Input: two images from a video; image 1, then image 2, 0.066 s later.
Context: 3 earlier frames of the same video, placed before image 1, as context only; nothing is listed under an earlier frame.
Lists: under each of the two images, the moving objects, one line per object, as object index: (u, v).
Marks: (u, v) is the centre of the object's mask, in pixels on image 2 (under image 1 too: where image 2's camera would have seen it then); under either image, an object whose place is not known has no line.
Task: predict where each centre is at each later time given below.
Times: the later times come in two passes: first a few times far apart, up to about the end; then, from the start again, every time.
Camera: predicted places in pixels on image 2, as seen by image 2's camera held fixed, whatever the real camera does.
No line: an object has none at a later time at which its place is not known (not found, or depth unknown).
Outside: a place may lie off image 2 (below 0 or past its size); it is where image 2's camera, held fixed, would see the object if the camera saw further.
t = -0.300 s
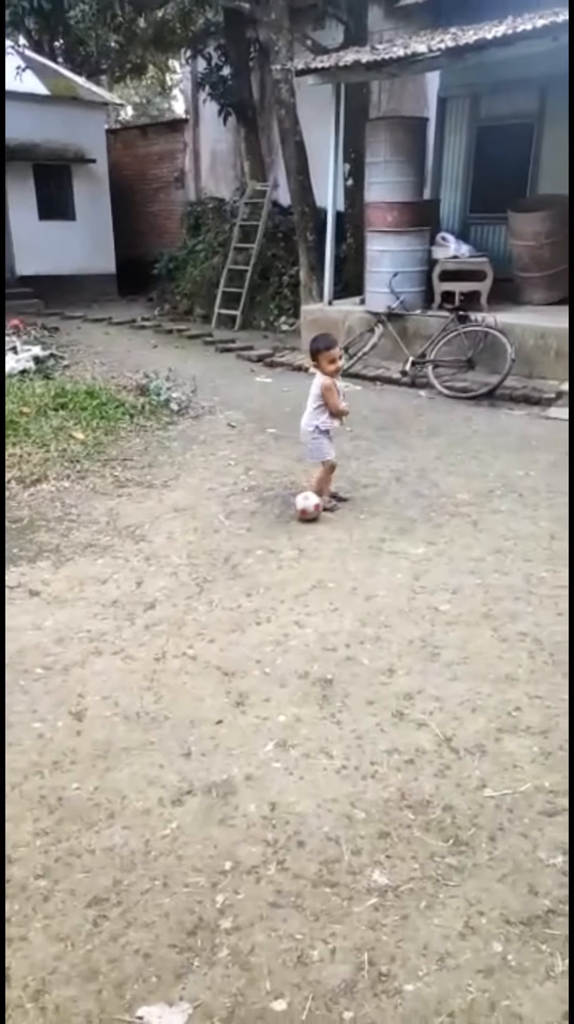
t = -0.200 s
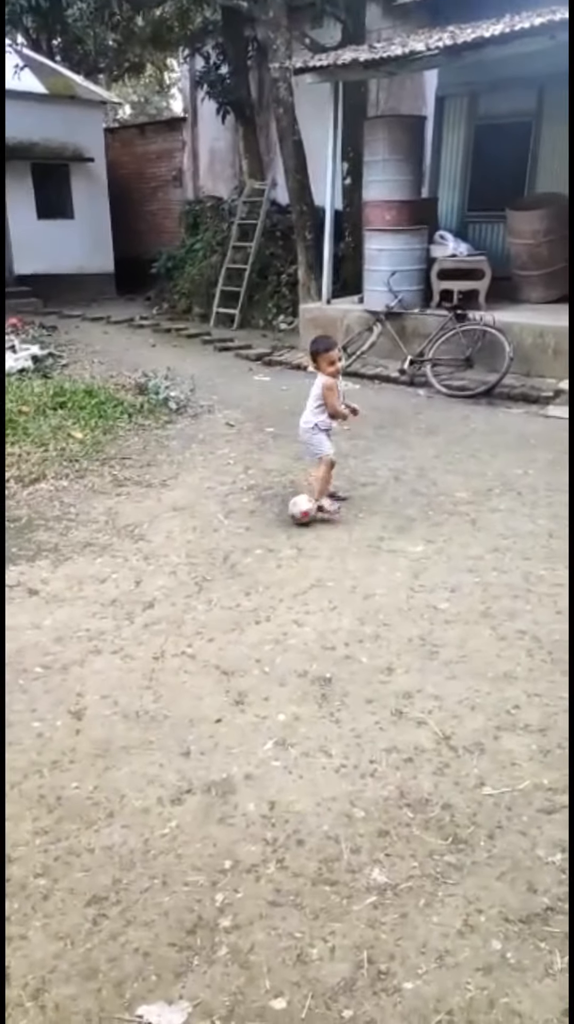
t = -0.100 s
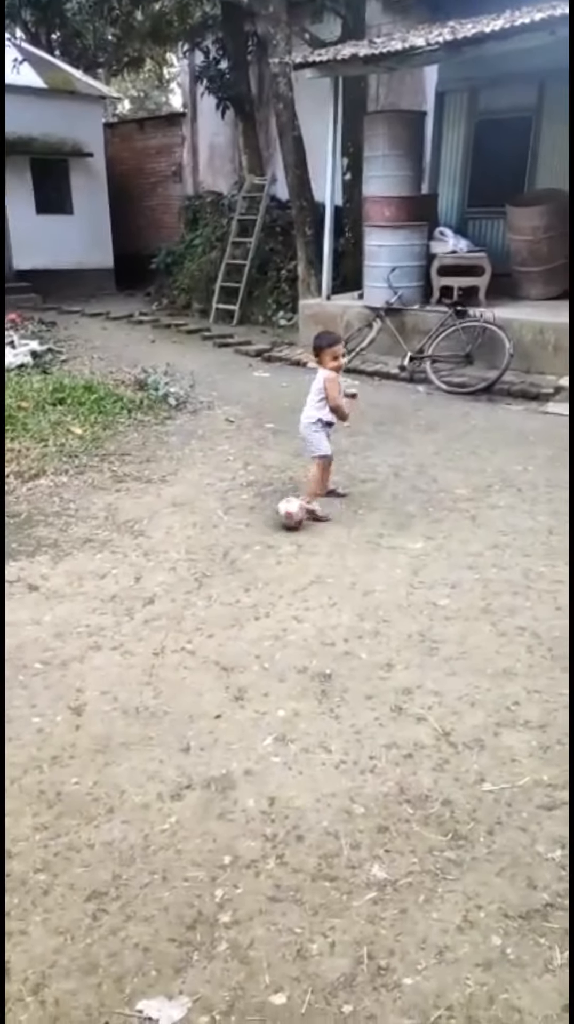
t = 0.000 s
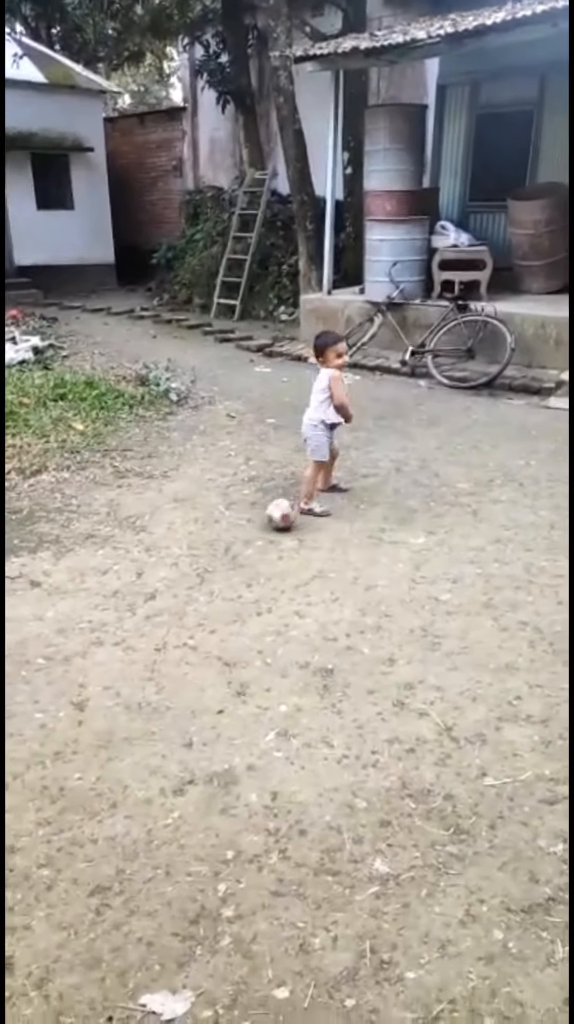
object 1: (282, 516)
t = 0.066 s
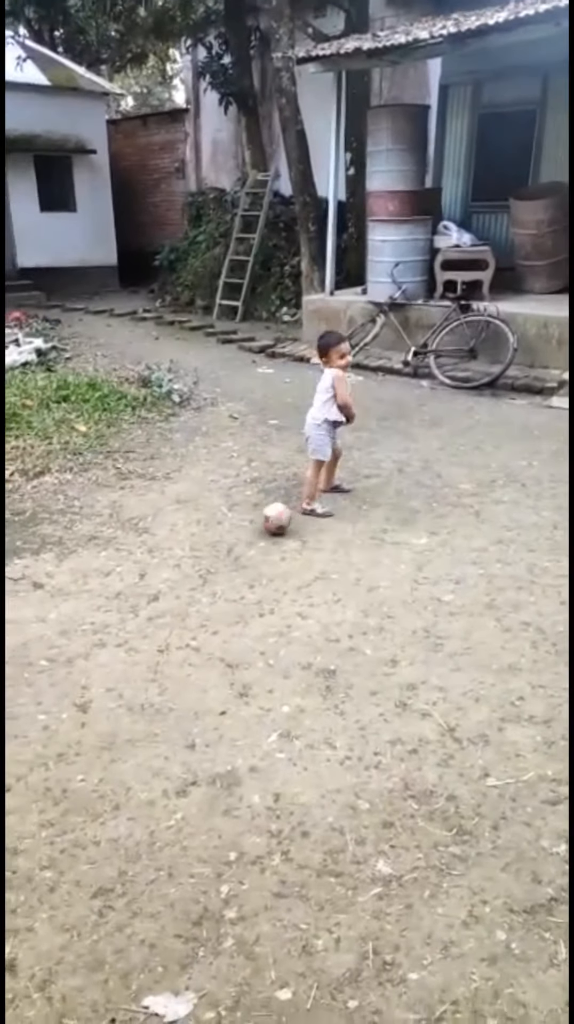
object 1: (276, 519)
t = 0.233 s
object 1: (255, 527)
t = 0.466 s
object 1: (227, 539)
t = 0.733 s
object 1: (198, 549)
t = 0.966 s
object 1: (172, 558)
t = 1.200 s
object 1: (149, 566)
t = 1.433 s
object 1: (135, 572)
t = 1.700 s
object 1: (115, 577)
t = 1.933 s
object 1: (99, 582)
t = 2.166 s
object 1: (85, 587)
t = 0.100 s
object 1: (272, 520)
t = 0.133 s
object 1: (268, 522)
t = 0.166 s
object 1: (263, 524)
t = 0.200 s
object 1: (259, 526)
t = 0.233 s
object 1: (255, 527)
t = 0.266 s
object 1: (250, 529)
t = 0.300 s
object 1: (247, 531)
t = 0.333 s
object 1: (242, 532)
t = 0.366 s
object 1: (238, 534)
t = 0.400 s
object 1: (234, 536)
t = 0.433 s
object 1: (231, 537)
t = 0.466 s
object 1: (227, 539)
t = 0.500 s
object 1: (225, 541)
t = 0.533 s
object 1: (220, 541)
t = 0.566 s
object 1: (216, 543)
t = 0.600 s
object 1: (212, 545)
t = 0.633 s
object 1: (208, 547)
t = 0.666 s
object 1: (205, 547)
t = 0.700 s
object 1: (201, 548)
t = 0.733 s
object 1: (198, 549)
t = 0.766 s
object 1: (194, 551)
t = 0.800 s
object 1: (191, 552)
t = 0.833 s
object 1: (187, 553)
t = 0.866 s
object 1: (184, 554)
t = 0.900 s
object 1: (180, 555)
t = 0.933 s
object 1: (175, 557)
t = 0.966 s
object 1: (172, 558)
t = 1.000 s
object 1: (169, 558)
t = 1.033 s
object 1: (166, 560)
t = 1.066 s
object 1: (163, 560)
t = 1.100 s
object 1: (160, 561)
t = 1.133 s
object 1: (156, 563)
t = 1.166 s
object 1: (153, 565)
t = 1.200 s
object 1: (149, 566)
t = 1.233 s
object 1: (148, 567)
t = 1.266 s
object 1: (145, 568)
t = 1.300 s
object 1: (142, 567)
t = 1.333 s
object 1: (140, 568)
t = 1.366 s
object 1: (137, 569)
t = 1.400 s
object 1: (135, 570)
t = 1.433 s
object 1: (135, 572)
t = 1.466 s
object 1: (132, 572)
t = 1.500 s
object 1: (128, 573)
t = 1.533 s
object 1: (126, 574)
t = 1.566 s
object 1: (124, 575)
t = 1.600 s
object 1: (122, 576)
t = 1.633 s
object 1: (120, 575)
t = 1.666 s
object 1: (118, 576)
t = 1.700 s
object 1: (115, 577)
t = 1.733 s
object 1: (113, 577)
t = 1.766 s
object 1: (110, 577)
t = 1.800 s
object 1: (108, 578)
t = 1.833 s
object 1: (105, 579)
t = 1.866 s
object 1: (103, 580)
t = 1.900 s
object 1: (101, 581)
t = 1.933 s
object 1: (99, 582)
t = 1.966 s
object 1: (97, 583)
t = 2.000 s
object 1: (95, 584)
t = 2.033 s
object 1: (94, 584)
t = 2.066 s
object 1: (92, 584)
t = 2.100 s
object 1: (90, 585)
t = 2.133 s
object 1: (87, 586)
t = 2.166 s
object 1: (85, 587)
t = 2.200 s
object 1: (83, 588)
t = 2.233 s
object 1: (82, 589)
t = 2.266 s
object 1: (80, 590)
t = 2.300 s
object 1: (79, 590)
